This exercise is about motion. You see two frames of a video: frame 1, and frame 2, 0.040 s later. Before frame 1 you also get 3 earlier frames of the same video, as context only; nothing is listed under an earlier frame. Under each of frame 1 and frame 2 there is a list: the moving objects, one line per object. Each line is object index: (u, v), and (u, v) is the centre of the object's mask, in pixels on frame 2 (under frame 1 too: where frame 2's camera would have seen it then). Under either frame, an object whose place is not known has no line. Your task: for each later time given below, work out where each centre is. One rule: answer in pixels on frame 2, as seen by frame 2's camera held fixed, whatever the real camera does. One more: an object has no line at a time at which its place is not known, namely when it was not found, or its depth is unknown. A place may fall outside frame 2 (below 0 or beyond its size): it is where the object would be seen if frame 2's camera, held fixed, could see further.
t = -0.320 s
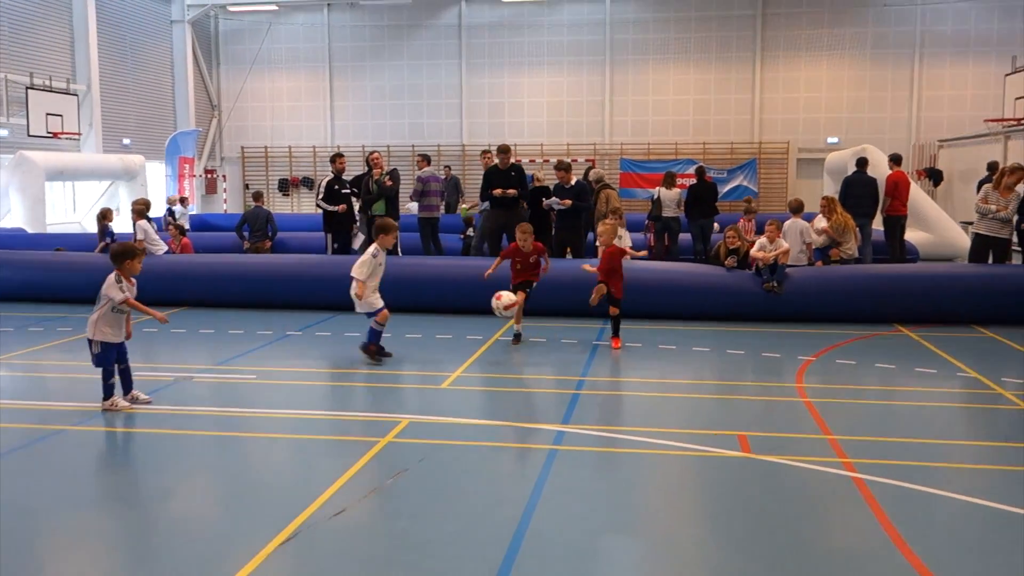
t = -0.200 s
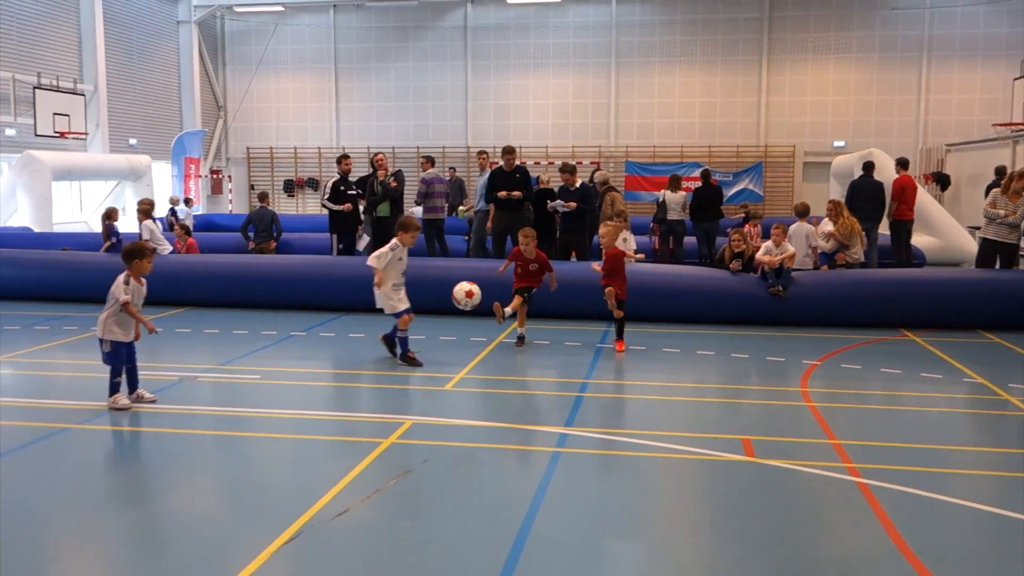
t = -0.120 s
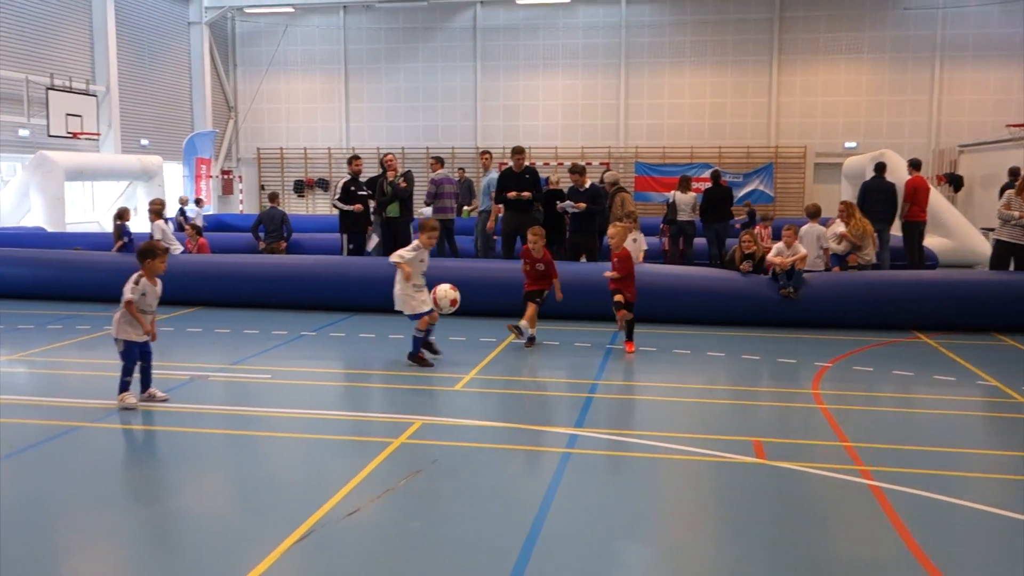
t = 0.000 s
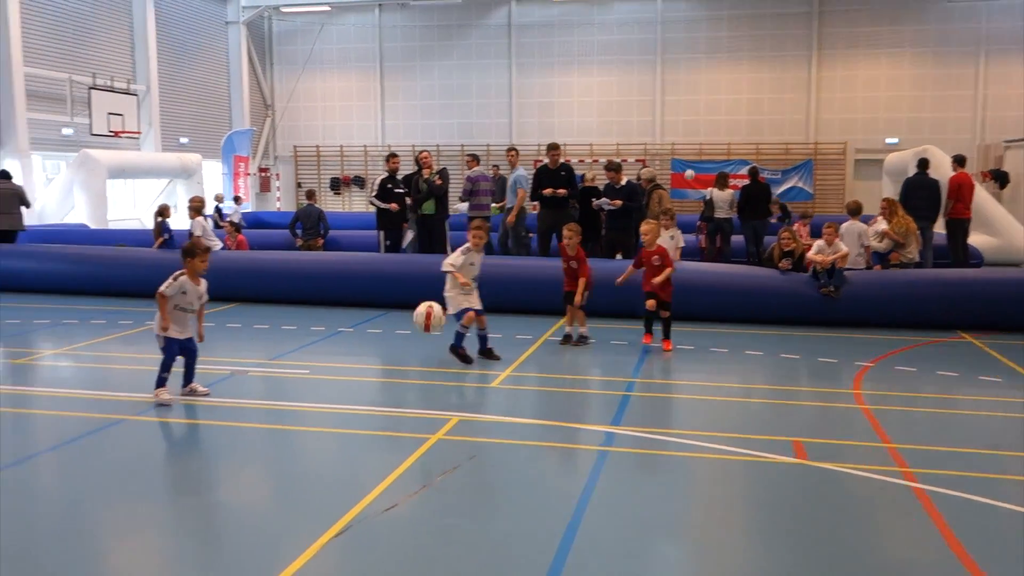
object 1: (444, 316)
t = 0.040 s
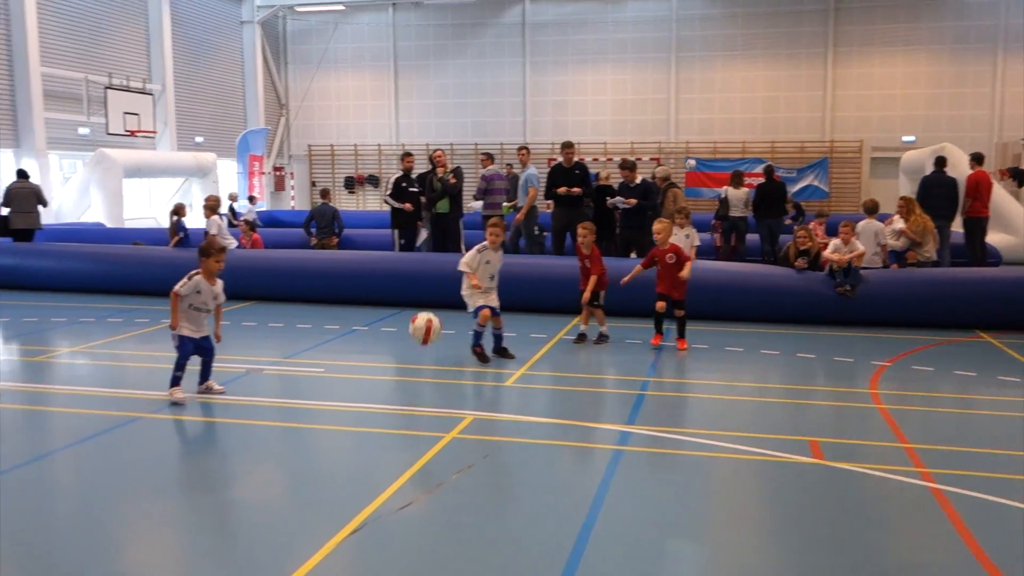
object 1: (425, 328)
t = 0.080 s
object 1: (405, 344)
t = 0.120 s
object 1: (386, 363)
